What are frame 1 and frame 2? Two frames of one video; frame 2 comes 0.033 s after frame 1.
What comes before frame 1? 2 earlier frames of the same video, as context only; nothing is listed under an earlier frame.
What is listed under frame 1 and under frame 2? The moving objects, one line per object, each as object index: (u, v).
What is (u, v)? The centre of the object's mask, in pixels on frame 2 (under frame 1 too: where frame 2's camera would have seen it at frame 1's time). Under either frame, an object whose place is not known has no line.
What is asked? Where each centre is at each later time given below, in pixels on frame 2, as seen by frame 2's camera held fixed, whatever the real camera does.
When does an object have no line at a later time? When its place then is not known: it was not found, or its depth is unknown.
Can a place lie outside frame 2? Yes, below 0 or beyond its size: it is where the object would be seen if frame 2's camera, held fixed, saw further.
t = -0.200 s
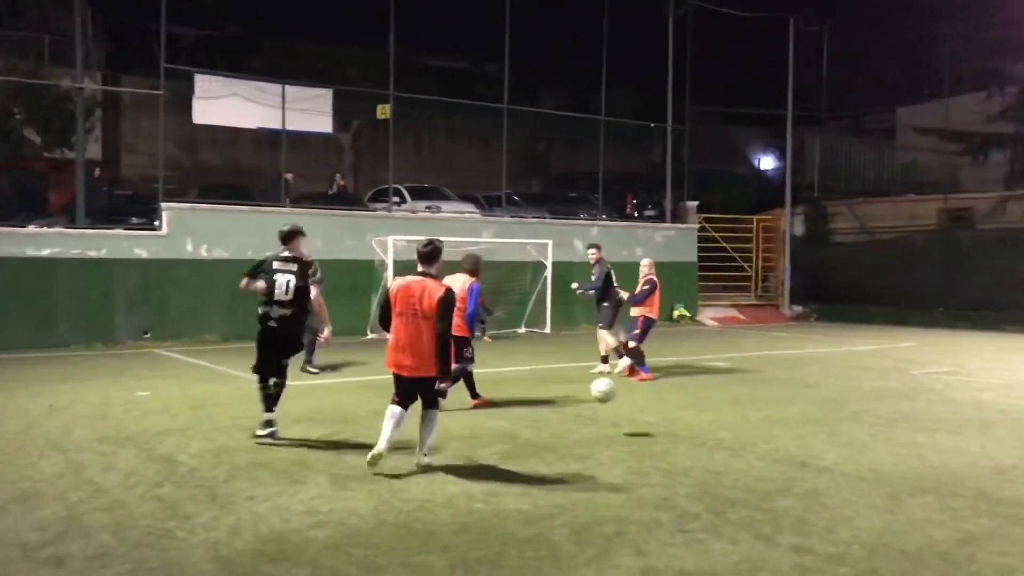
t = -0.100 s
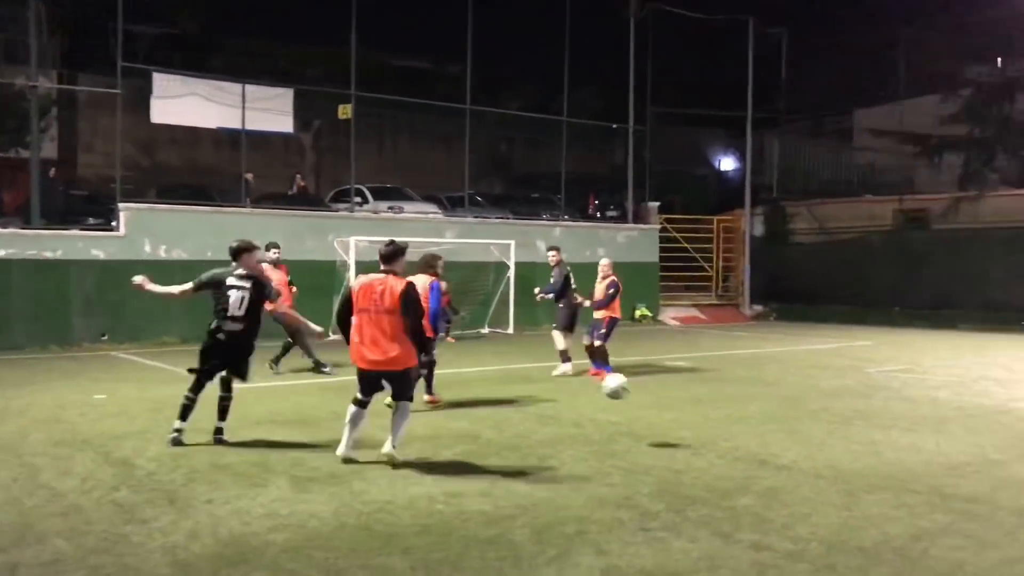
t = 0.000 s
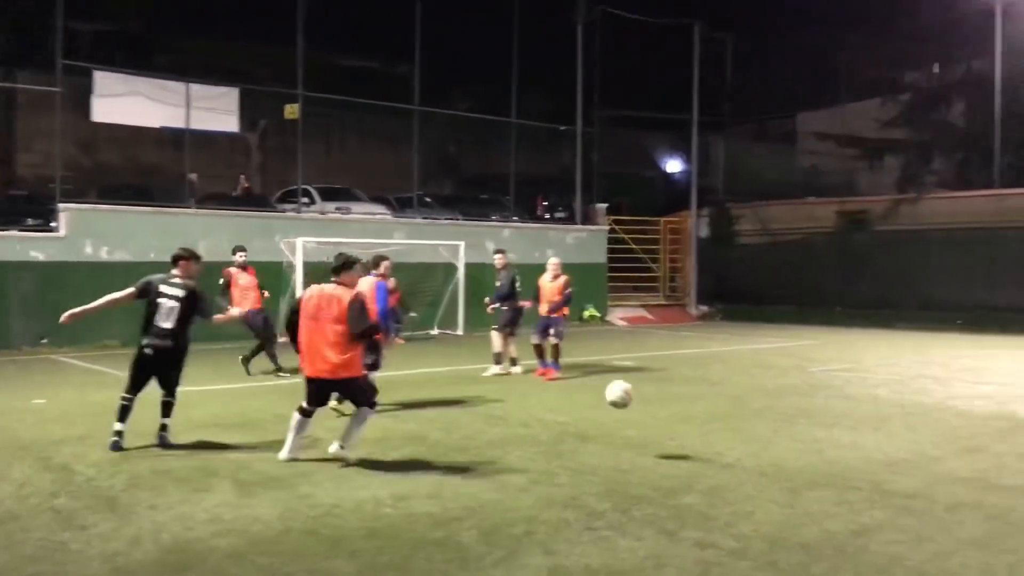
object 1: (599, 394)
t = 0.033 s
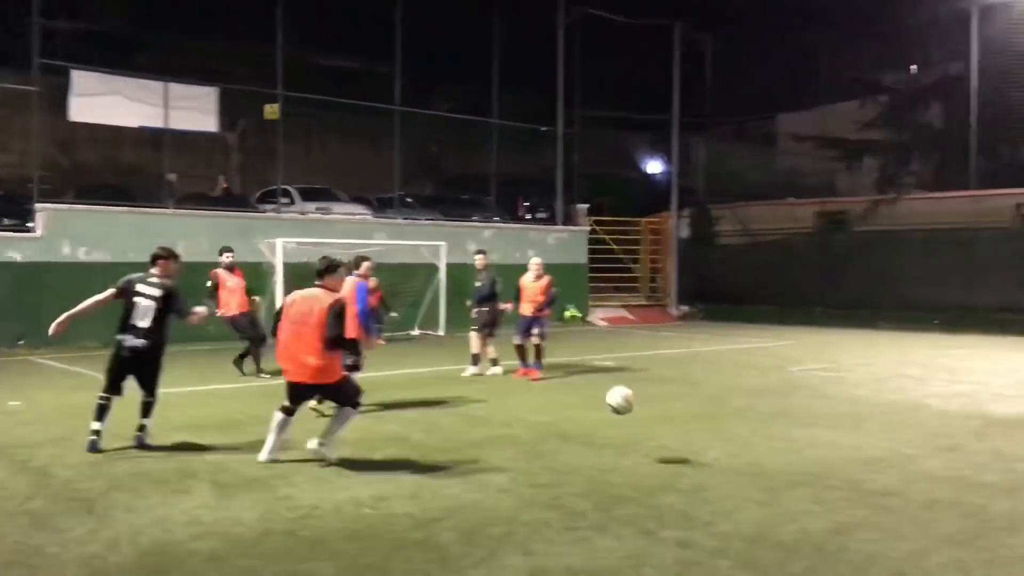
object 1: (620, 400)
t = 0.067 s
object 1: (641, 407)
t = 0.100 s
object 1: (663, 416)
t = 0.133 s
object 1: (685, 427)
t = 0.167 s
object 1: (709, 440)
